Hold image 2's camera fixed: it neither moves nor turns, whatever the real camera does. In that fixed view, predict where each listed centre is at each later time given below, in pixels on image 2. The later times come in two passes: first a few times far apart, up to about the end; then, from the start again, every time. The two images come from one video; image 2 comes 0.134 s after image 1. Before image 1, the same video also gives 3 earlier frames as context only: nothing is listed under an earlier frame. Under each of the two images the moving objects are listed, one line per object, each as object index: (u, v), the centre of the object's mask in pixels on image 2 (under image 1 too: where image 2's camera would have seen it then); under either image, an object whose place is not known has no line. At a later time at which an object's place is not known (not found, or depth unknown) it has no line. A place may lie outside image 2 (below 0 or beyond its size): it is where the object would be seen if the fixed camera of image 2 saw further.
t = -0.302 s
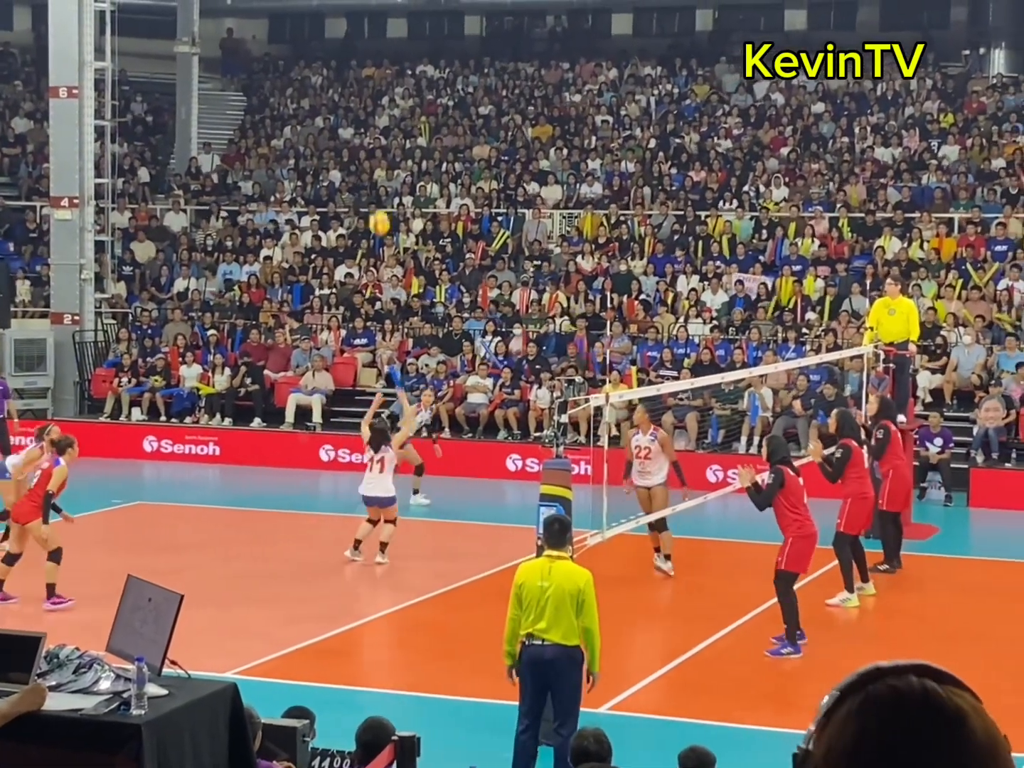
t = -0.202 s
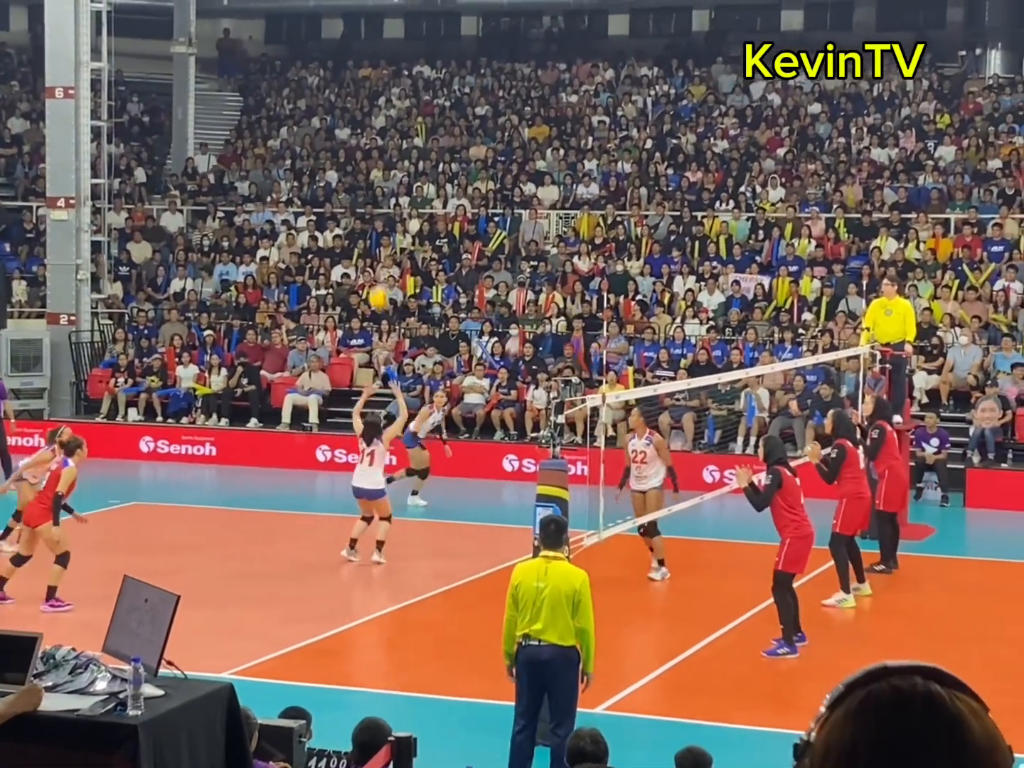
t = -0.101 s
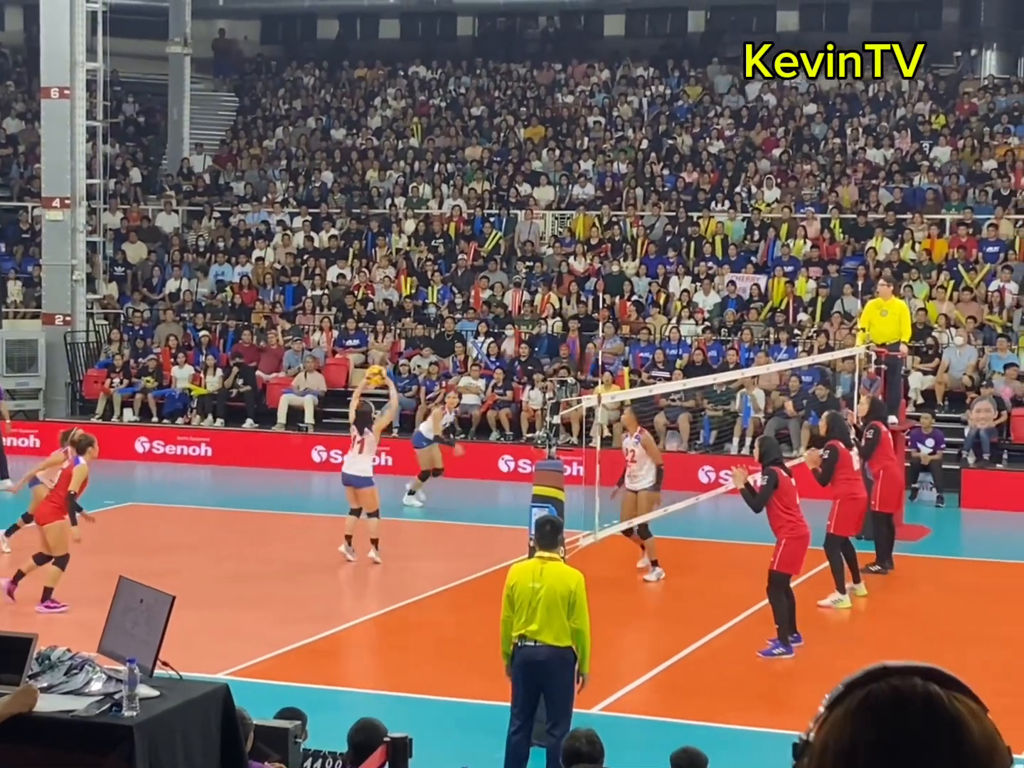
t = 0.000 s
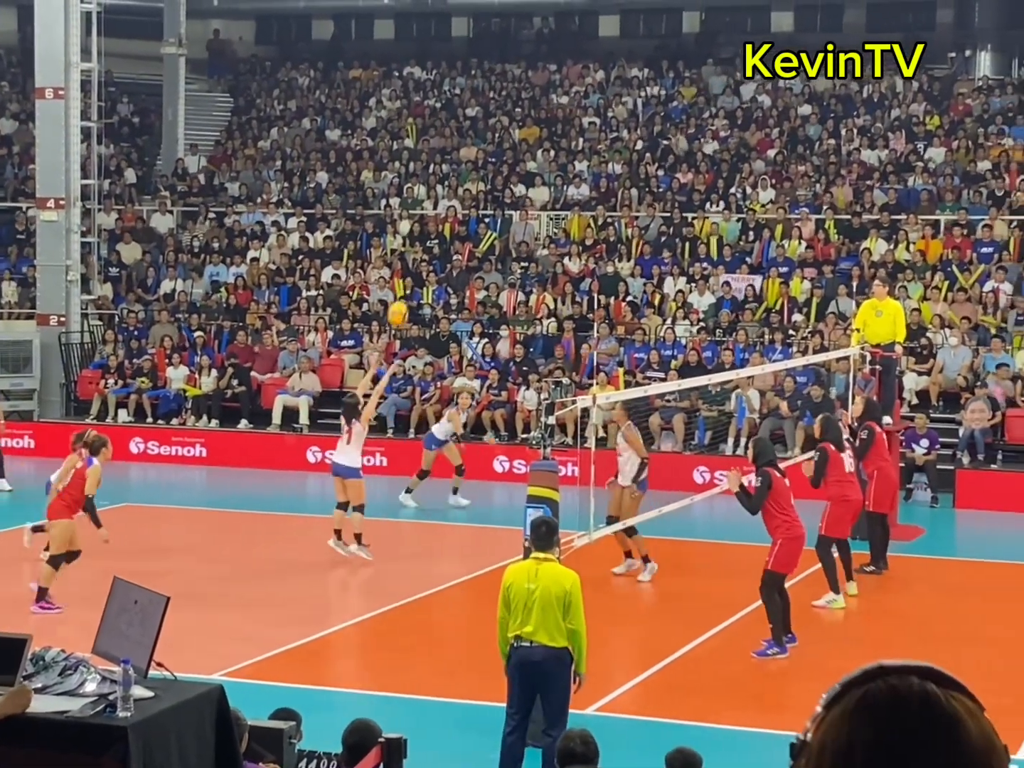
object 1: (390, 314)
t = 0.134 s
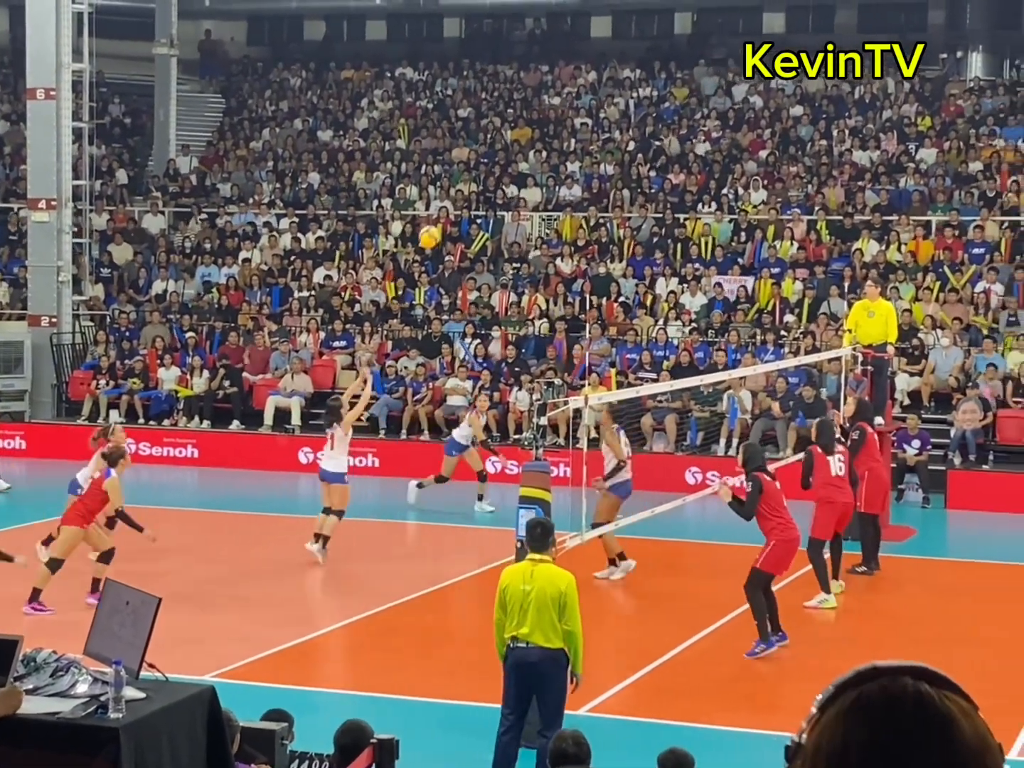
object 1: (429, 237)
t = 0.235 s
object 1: (457, 193)
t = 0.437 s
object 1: (511, 134)
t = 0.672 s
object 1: (571, 115)
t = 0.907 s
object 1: (626, 147)
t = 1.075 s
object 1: (664, 199)
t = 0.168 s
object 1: (439, 222)
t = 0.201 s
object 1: (448, 206)
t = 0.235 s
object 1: (457, 193)
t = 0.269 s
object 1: (467, 180)
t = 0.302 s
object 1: (476, 168)
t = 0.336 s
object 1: (484, 157)
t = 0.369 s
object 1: (493, 148)
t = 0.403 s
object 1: (502, 140)
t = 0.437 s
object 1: (511, 134)
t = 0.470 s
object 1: (520, 129)
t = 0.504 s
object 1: (528, 123)
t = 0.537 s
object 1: (537, 119)
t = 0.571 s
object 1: (546, 117)
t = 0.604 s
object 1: (554, 115)
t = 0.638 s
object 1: (562, 115)
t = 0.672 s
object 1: (571, 115)
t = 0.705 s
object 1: (579, 117)
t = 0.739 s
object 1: (586, 120)
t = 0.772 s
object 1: (594, 122)
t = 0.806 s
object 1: (603, 127)
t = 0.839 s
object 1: (610, 132)
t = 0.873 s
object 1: (619, 140)
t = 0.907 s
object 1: (626, 147)
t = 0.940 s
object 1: (634, 155)
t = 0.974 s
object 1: (641, 165)
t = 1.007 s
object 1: (649, 176)
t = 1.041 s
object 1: (656, 187)
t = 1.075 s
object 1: (664, 199)
